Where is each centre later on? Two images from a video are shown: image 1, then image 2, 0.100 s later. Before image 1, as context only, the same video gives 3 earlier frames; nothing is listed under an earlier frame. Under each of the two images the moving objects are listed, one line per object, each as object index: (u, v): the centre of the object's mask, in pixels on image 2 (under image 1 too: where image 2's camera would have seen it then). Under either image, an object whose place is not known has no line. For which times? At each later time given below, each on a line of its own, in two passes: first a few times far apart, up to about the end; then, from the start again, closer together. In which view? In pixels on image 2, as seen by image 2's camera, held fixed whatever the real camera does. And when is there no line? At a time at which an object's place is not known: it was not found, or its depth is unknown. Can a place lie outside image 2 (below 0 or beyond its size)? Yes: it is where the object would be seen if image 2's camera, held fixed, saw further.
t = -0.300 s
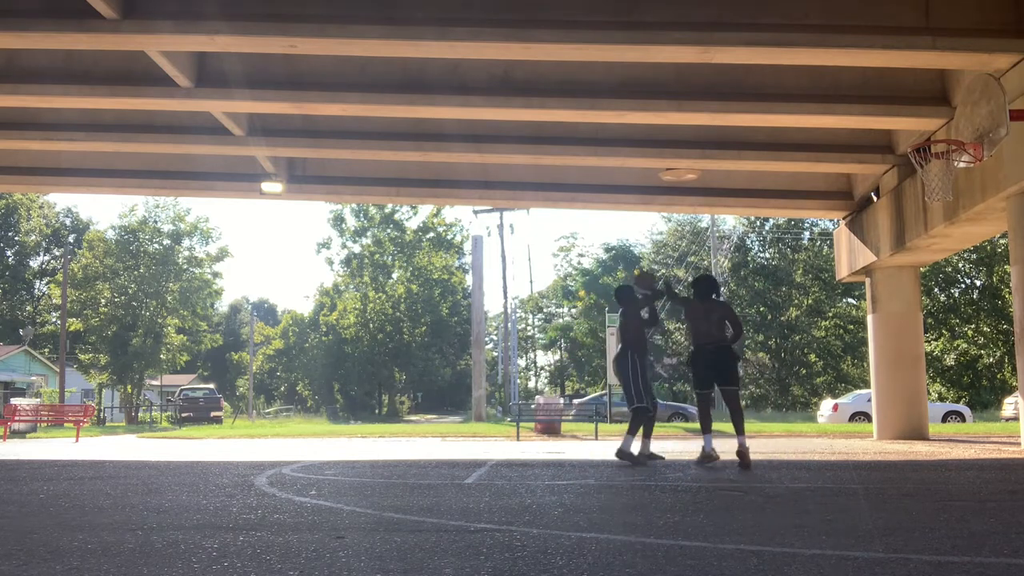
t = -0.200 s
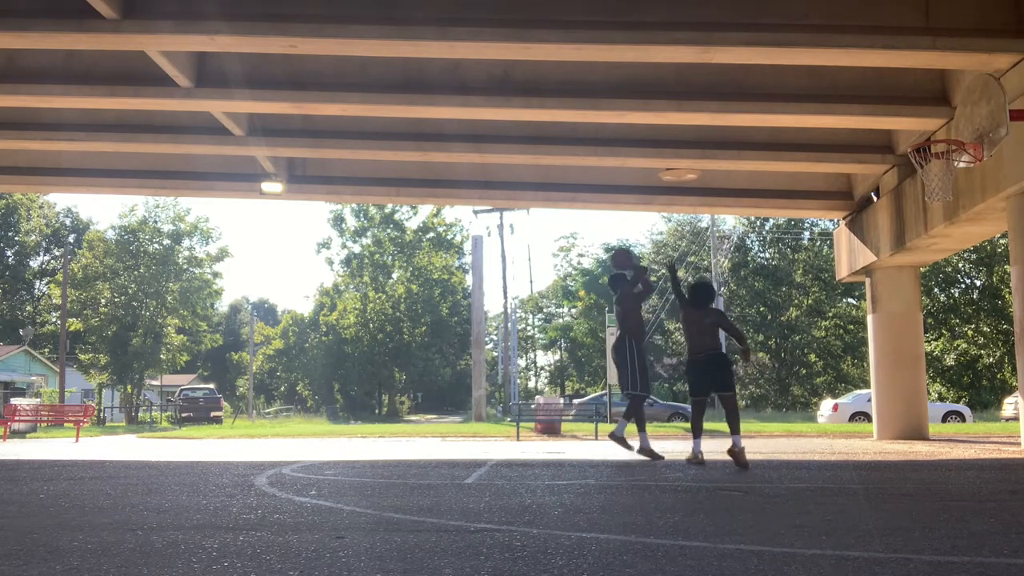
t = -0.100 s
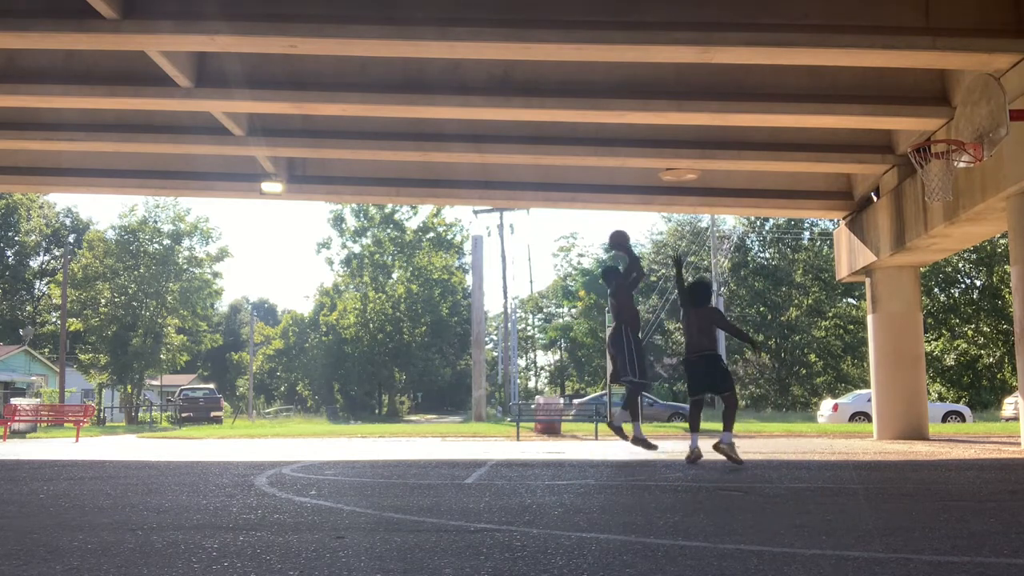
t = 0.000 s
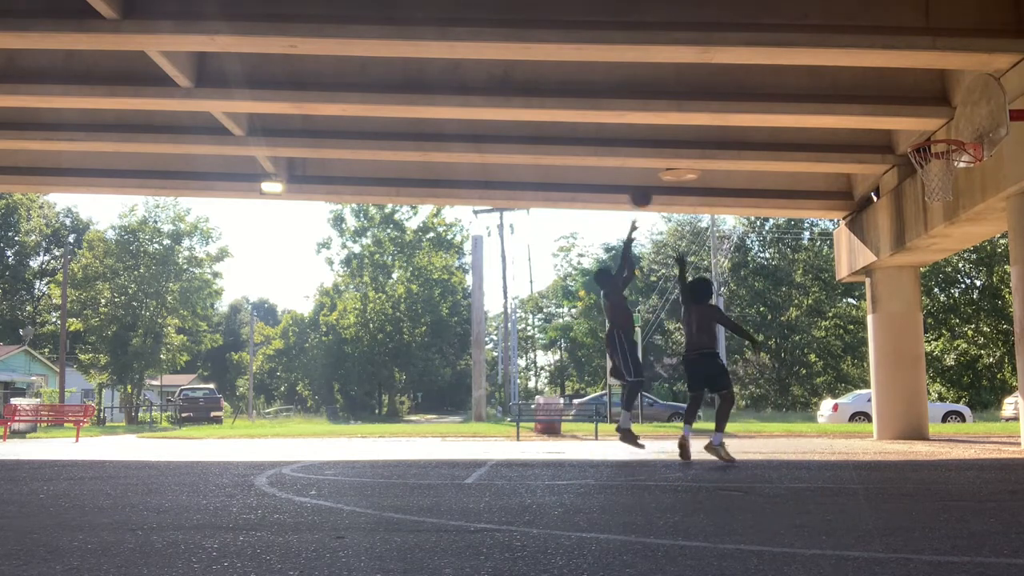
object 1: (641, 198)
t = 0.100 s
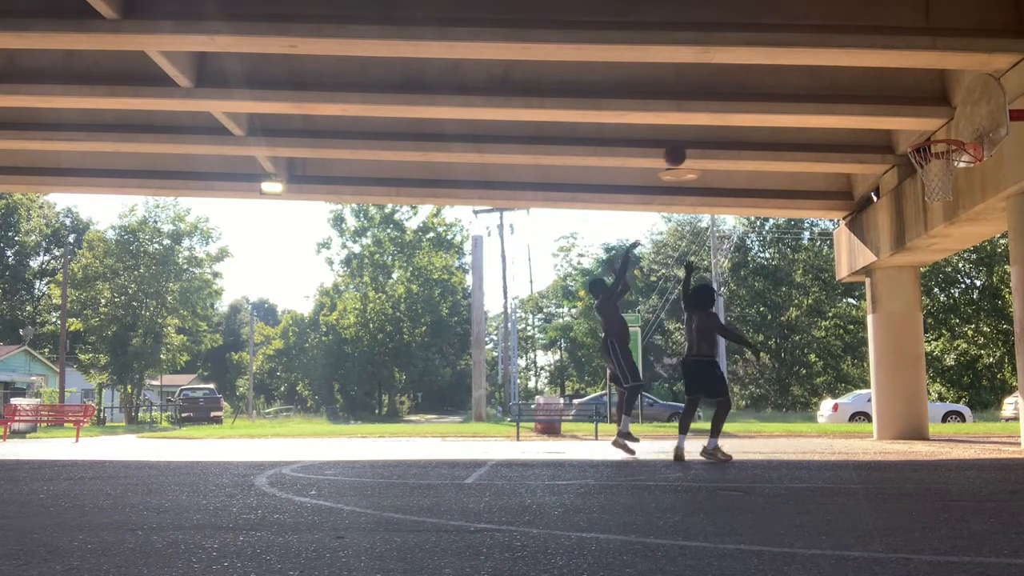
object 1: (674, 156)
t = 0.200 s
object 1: (710, 121)
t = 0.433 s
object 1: (796, 76)
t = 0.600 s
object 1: (860, 74)
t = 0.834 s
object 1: (955, 116)
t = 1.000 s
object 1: (919, 142)
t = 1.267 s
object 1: (962, 167)
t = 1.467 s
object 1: (952, 189)
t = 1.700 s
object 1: (932, 258)
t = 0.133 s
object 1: (687, 143)
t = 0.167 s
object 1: (698, 132)
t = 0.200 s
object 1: (710, 121)
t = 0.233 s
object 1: (721, 113)
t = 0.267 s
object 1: (733, 107)
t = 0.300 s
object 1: (747, 97)
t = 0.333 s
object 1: (759, 90)
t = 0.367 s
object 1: (772, 85)
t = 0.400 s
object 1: (784, 79)
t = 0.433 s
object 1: (796, 76)
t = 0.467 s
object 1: (809, 74)
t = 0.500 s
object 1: (821, 73)
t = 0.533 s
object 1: (834, 72)
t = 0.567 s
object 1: (847, 73)
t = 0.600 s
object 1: (860, 74)
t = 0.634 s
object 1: (874, 77)
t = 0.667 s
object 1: (888, 82)
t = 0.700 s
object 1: (902, 86)
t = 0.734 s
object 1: (916, 92)
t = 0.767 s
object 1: (930, 99)
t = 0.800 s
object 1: (946, 108)
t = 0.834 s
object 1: (955, 116)
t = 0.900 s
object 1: (939, 131)
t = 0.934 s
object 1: (931, 136)
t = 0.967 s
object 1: (926, 139)
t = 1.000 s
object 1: (919, 142)
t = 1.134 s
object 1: (947, 159)
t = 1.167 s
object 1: (955, 164)
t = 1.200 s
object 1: (959, 168)
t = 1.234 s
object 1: (962, 168)
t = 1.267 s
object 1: (962, 167)
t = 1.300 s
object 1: (961, 170)
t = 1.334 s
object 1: (960, 172)
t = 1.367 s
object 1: (959, 174)
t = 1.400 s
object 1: (957, 179)
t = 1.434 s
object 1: (954, 183)
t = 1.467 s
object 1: (952, 189)
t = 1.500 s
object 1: (948, 196)
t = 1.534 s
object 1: (946, 204)
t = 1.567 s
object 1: (943, 212)
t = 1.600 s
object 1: (940, 222)
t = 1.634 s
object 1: (937, 233)
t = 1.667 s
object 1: (935, 245)
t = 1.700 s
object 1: (932, 258)
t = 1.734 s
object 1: (930, 272)
